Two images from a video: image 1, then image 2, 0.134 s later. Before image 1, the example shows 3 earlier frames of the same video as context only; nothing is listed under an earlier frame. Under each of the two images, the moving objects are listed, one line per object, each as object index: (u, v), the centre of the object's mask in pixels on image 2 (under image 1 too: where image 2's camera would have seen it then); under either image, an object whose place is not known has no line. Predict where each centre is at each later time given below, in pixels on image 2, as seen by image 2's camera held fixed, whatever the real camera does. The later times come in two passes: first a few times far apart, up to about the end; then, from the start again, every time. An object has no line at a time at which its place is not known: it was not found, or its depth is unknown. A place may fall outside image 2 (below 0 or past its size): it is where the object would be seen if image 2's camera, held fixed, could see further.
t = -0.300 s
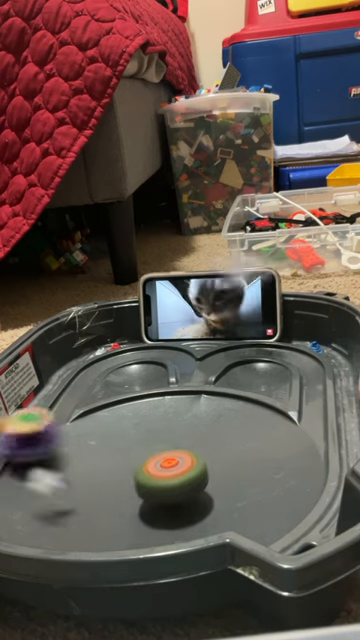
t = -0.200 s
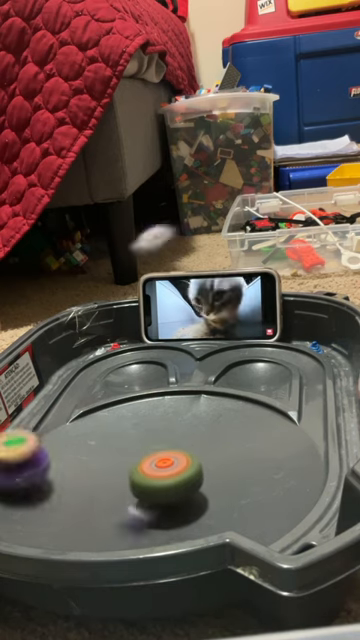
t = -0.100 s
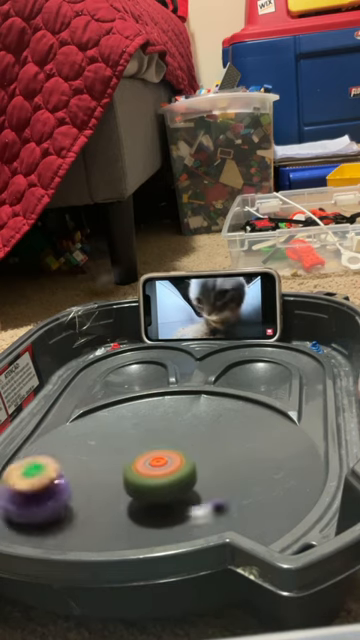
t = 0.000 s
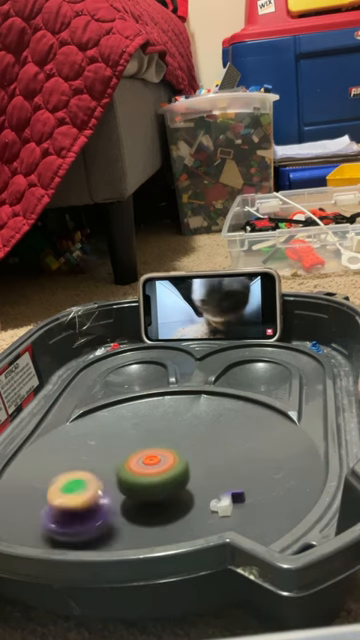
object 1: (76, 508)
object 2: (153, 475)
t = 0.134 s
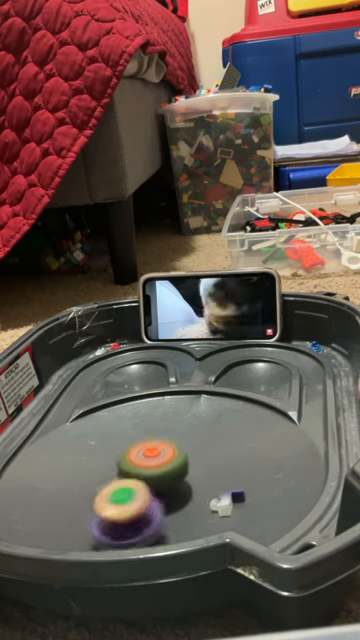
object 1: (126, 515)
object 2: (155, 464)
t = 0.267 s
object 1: (169, 509)
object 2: (150, 455)
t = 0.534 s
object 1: (201, 476)
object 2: (149, 441)
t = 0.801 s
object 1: (175, 464)
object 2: (146, 429)
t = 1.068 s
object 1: (156, 467)
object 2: (147, 423)
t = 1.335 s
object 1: (140, 468)
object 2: (160, 426)
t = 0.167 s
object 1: (136, 515)
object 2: (154, 461)
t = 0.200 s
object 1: (148, 513)
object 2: (152, 459)
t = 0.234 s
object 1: (159, 511)
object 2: (151, 457)
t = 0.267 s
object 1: (169, 509)
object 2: (150, 455)
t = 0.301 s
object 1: (179, 507)
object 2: (150, 454)
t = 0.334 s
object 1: (186, 504)
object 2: (150, 452)
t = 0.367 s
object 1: (194, 501)
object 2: (150, 450)
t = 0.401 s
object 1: (200, 498)
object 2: (150, 449)
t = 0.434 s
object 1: (204, 493)
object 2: (150, 447)
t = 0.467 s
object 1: (206, 489)
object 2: (150, 445)
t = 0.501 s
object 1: (203, 481)
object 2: (150, 444)
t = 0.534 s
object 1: (201, 476)
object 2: (149, 441)
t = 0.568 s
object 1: (197, 472)
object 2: (149, 441)
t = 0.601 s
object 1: (193, 468)
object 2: (148, 439)
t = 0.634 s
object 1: (190, 466)
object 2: (147, 437)
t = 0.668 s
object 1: (187, 464)
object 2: (149, 435)
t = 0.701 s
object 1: (184, 464)
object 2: (147, 433)
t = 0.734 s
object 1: (181, 464)
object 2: (146, 432)
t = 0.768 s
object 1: (177, 463)
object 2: (146, 431)
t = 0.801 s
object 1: (175, 464)
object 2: (146, 429)
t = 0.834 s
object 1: (173, 465)
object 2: (146, 427)
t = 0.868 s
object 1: (170, 464)
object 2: (145, 427)
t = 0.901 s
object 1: (167, 463)
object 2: (145, 425)
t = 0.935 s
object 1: (165, 463)
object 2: (145, 425)
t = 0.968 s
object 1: (163, 465)
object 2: (145, 424)
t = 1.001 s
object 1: (161, 467)
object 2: (146, 424)
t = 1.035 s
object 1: (158, 467)
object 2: (146, 423)
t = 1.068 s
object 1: (156, 467)
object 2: (147, 423)
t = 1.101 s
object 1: (154, 466)
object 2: (147, 422)
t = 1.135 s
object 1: (152, 466)
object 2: (147, 422)
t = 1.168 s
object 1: (151, 465)
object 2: (148, 422)
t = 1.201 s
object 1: (149, 466)
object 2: (150, 423)
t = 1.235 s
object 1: (146, 468)
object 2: (152, 423)
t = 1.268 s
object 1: (145, 467)
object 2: (154, 424)
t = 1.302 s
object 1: (143, 467)
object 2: (157, 425)
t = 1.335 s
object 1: (140, 468)
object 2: (160, 426)
